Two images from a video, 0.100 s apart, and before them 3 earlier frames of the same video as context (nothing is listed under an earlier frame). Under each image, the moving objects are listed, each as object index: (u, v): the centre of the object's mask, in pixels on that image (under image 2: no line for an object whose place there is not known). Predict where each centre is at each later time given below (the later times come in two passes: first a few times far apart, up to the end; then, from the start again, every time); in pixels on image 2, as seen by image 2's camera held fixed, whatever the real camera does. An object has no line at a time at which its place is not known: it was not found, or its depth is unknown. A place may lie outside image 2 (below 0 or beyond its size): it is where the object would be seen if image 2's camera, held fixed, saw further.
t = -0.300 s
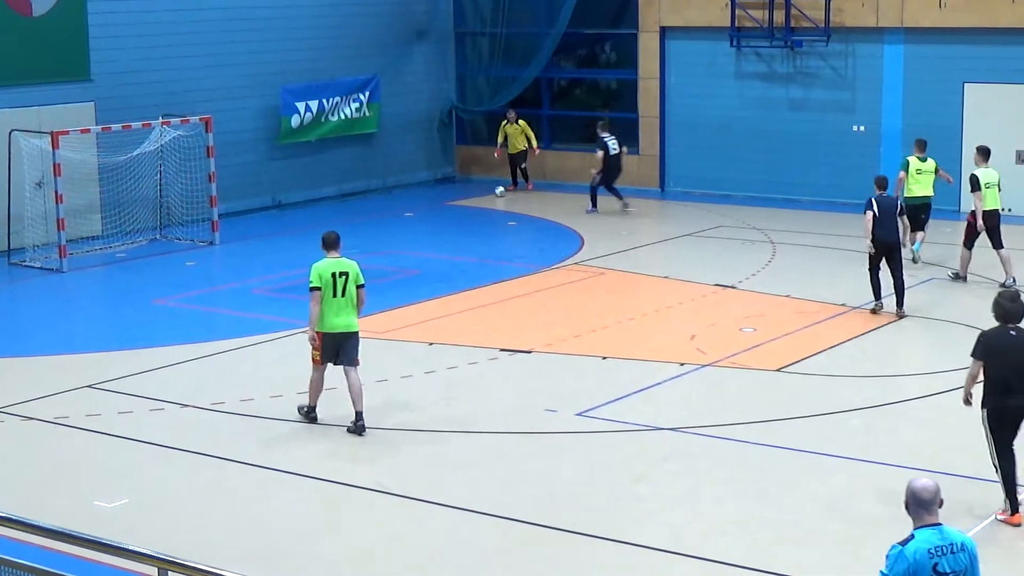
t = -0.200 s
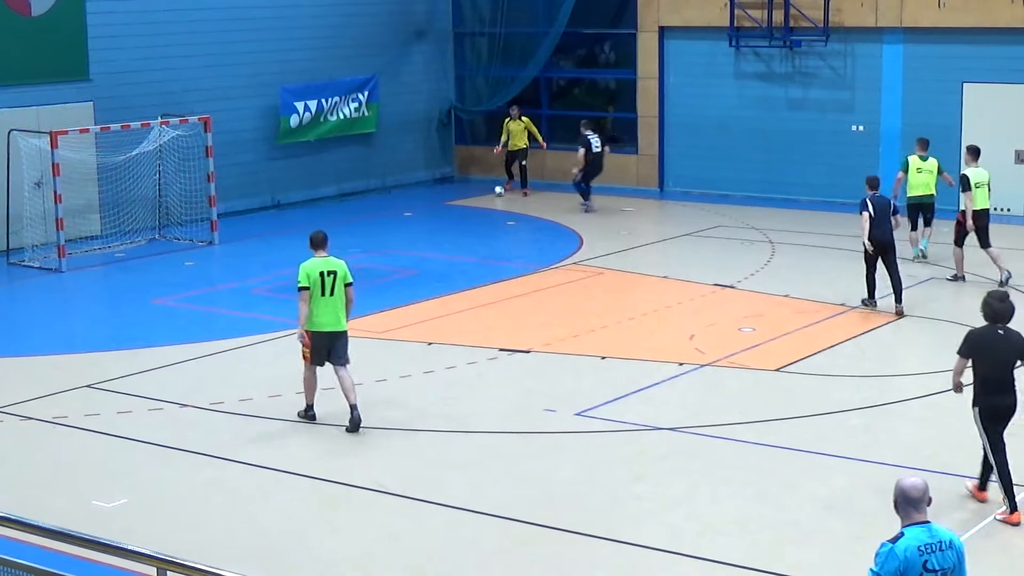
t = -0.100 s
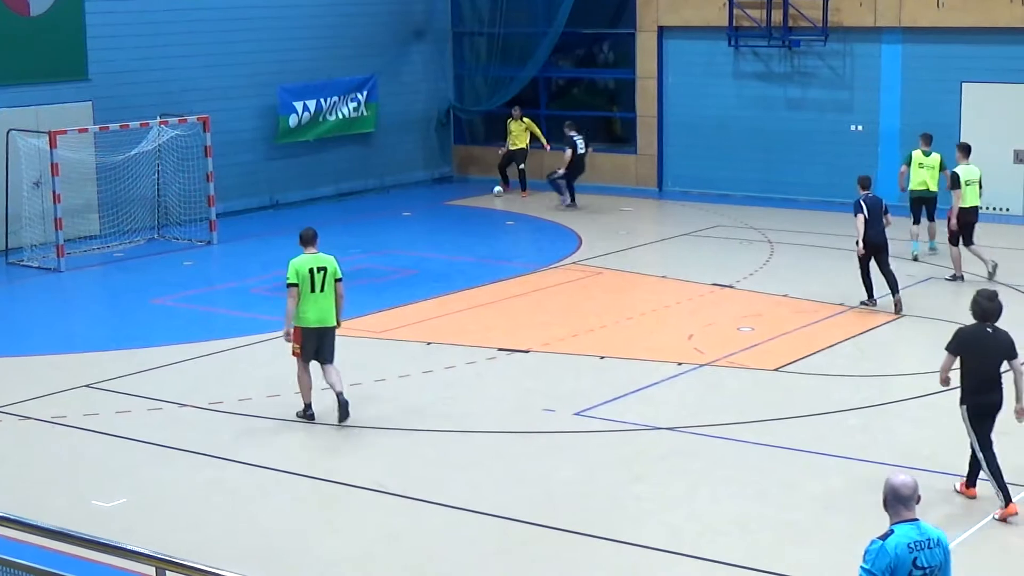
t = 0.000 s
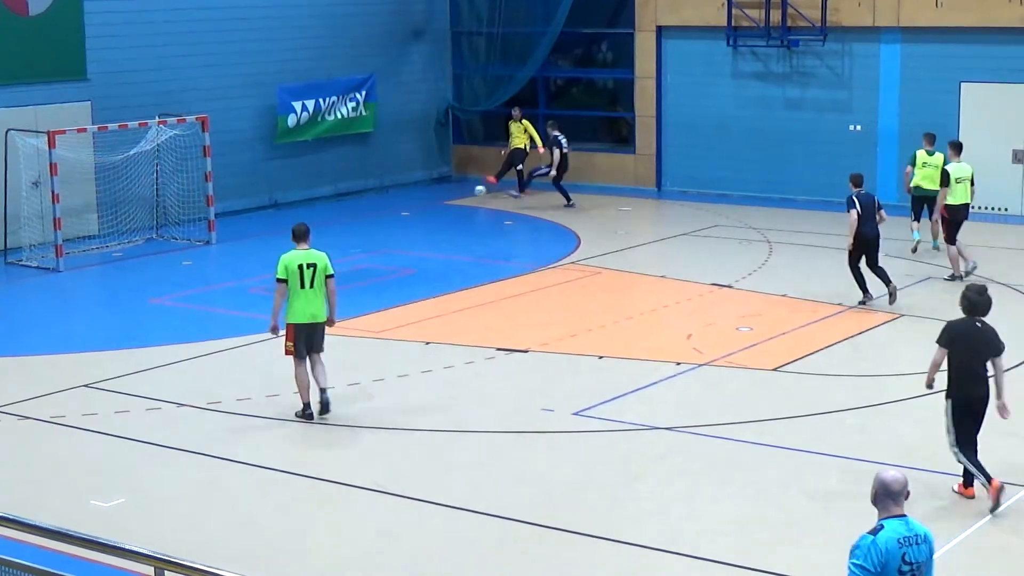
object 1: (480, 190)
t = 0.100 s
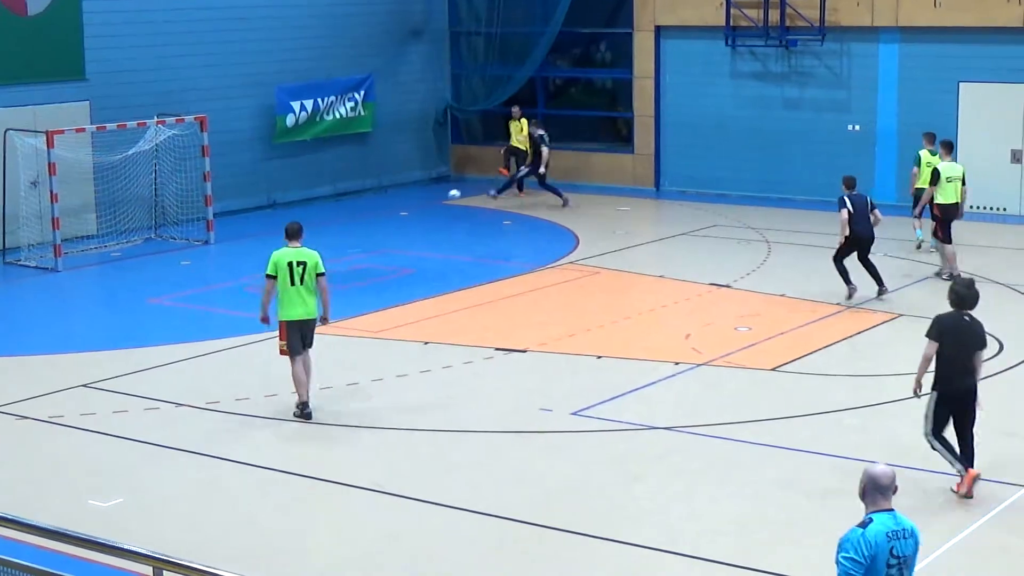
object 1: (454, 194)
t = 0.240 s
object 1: (420, 211)
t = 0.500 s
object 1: (350, 256)
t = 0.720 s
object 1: (288, 298)
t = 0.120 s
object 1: (450, 196)
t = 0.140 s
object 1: (444, 198)
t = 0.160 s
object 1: (439, 199)
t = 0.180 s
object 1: (434, 202)
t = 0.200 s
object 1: (430, 205)
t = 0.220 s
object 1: (425, 208)
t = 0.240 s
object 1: (420, 211)
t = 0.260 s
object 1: (414, 214)
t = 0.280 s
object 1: (409, 218)
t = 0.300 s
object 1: (404, 222)
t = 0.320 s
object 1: (399, 227)
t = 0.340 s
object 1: (394, 232)
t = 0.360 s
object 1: (388, 237)
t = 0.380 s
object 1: (381, 246)
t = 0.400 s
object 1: (376, 249)
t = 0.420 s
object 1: (371, 250)
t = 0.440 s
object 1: (366, 252)
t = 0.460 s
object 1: (361, 252)
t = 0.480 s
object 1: (356, 254)
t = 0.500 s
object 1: (350, 256)
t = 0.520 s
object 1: (345, 258)
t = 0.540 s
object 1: (339, 261)
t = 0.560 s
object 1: (334, 266)
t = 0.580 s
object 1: (328, 268)
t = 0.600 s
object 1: (323, 272)
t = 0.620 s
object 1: (317, 277)
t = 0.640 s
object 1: (310, 282)
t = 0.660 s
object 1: (305, 288)
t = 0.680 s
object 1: (299, 293)
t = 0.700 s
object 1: (294, 296)
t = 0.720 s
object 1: (288, 298)
